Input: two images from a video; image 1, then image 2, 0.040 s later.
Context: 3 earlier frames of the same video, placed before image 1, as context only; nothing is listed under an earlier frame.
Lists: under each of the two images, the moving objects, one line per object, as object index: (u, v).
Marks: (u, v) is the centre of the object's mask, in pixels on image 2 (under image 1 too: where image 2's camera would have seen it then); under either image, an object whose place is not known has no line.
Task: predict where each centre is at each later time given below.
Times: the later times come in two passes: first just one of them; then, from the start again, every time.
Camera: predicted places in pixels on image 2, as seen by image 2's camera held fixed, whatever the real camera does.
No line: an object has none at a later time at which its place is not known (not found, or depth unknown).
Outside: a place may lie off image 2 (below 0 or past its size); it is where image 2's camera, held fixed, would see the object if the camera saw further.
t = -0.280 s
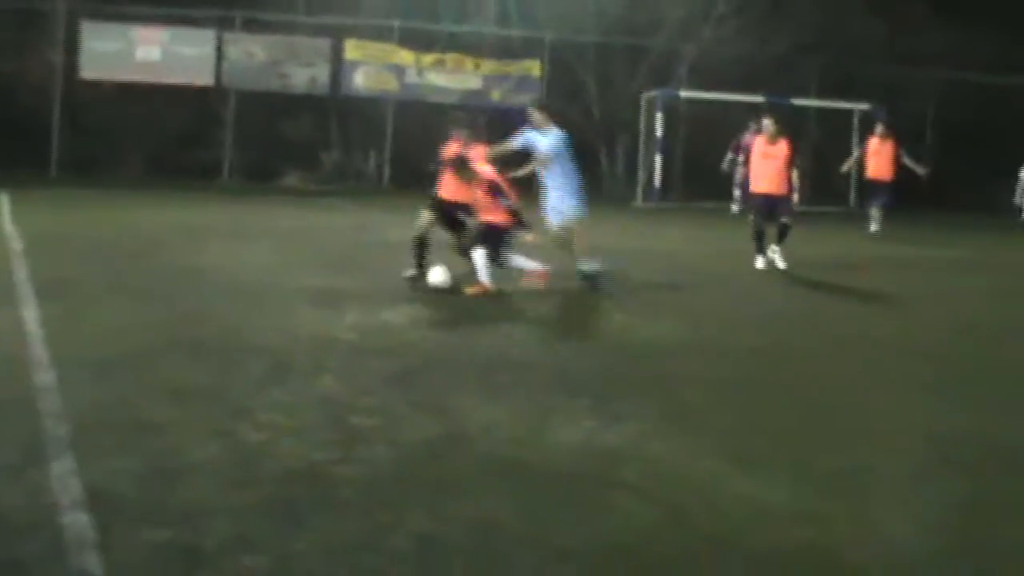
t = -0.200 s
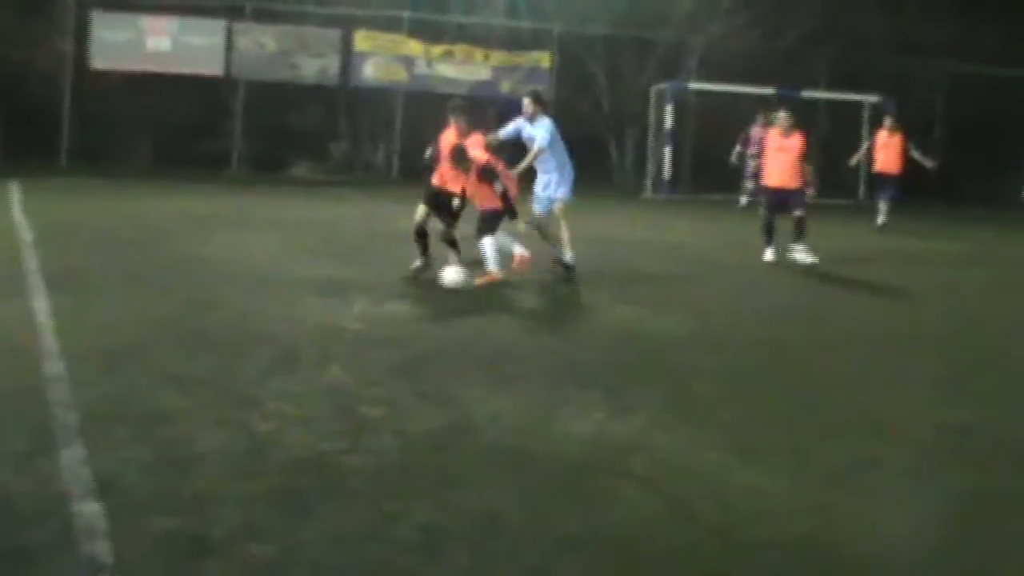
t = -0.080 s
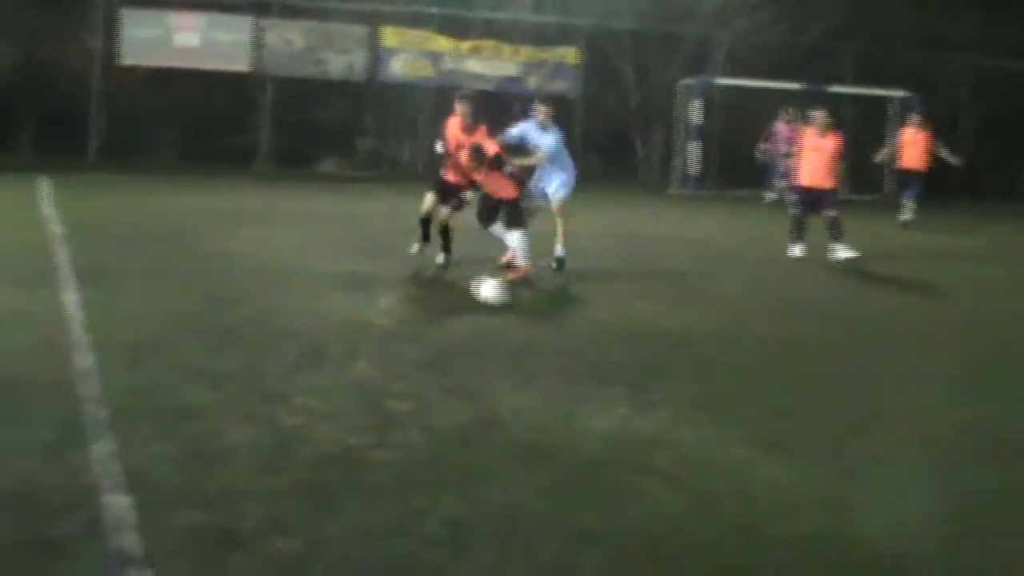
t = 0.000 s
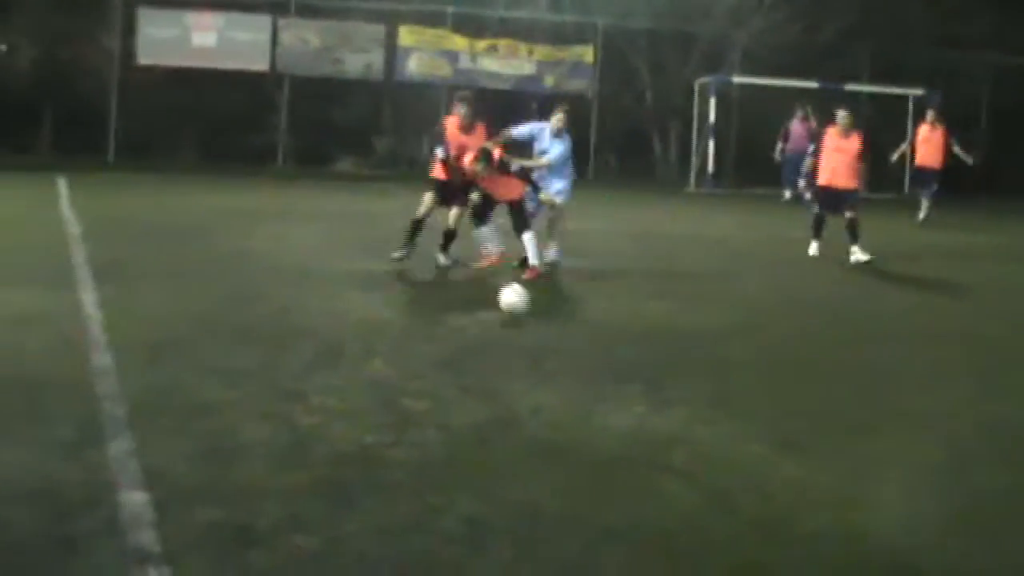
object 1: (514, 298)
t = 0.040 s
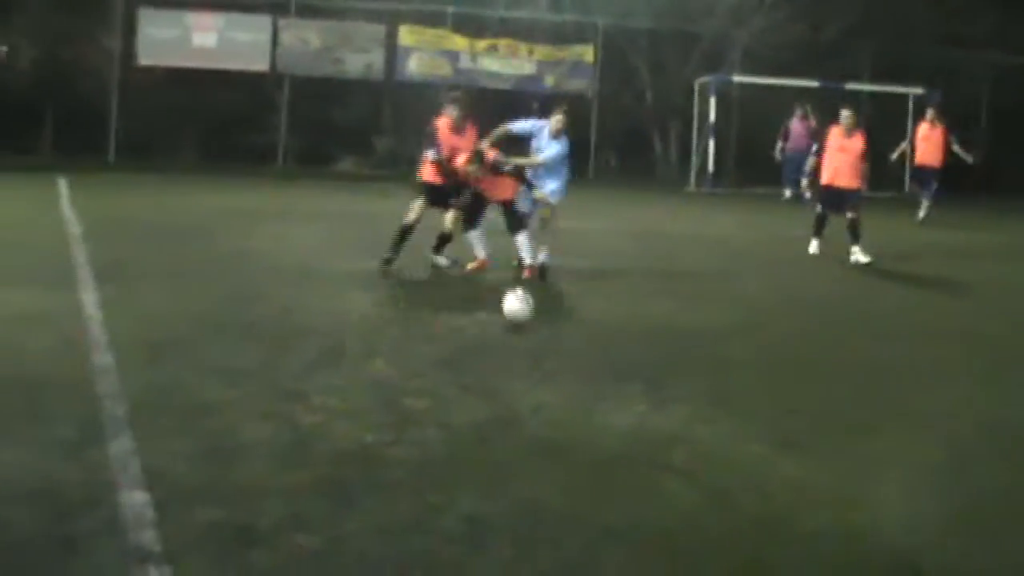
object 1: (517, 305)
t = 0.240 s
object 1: (540, 338)
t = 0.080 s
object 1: (521, 313)
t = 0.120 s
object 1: (527, 316)
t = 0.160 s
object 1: (531, 321)
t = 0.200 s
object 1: (533, 329)
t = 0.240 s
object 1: (540, 338)
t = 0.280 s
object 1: (543, 343)
